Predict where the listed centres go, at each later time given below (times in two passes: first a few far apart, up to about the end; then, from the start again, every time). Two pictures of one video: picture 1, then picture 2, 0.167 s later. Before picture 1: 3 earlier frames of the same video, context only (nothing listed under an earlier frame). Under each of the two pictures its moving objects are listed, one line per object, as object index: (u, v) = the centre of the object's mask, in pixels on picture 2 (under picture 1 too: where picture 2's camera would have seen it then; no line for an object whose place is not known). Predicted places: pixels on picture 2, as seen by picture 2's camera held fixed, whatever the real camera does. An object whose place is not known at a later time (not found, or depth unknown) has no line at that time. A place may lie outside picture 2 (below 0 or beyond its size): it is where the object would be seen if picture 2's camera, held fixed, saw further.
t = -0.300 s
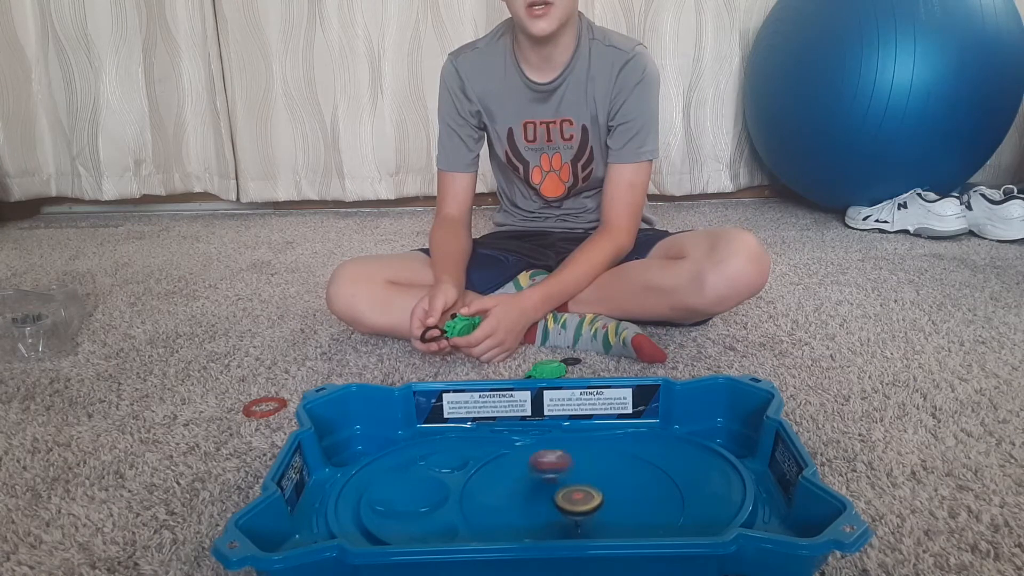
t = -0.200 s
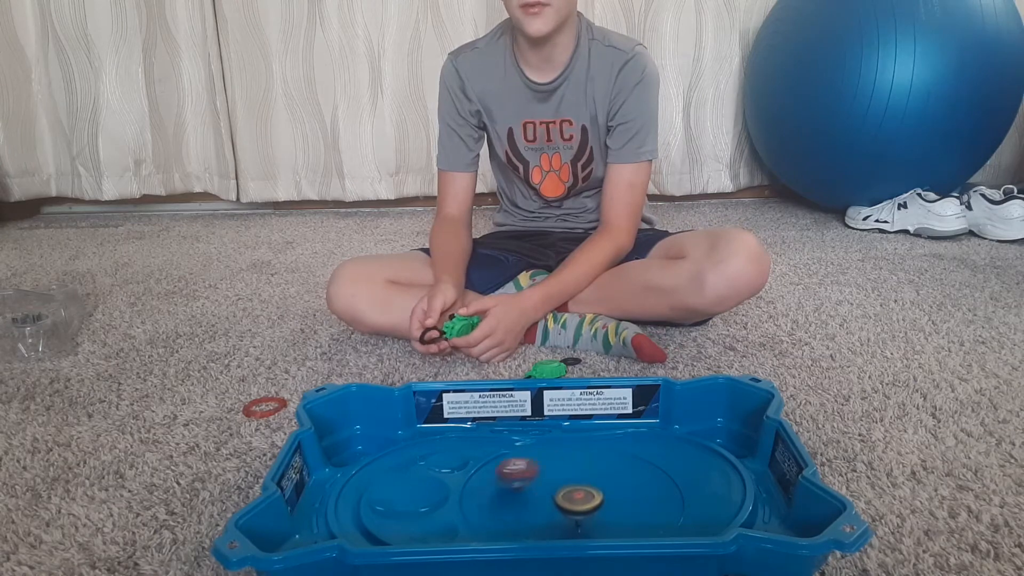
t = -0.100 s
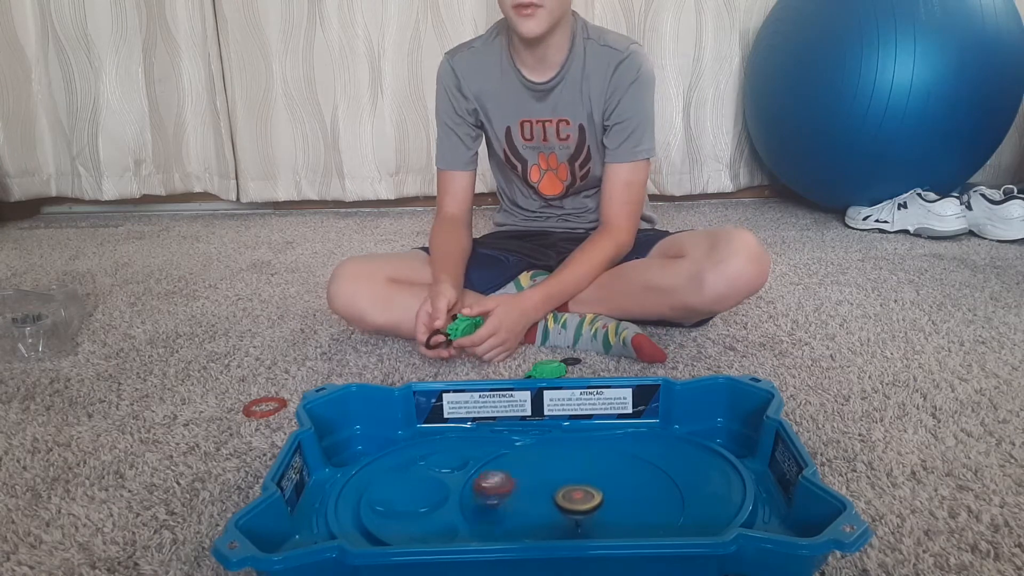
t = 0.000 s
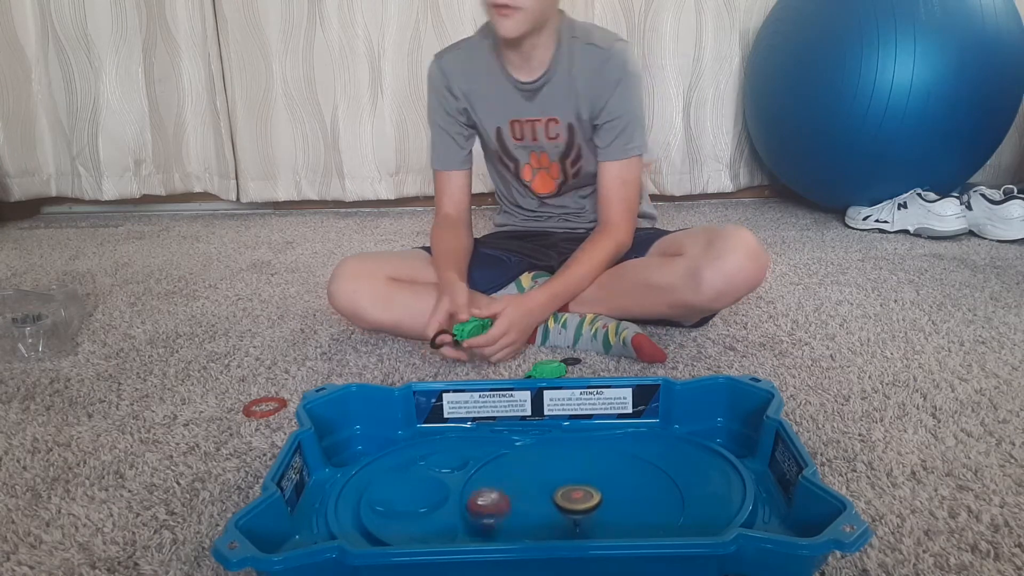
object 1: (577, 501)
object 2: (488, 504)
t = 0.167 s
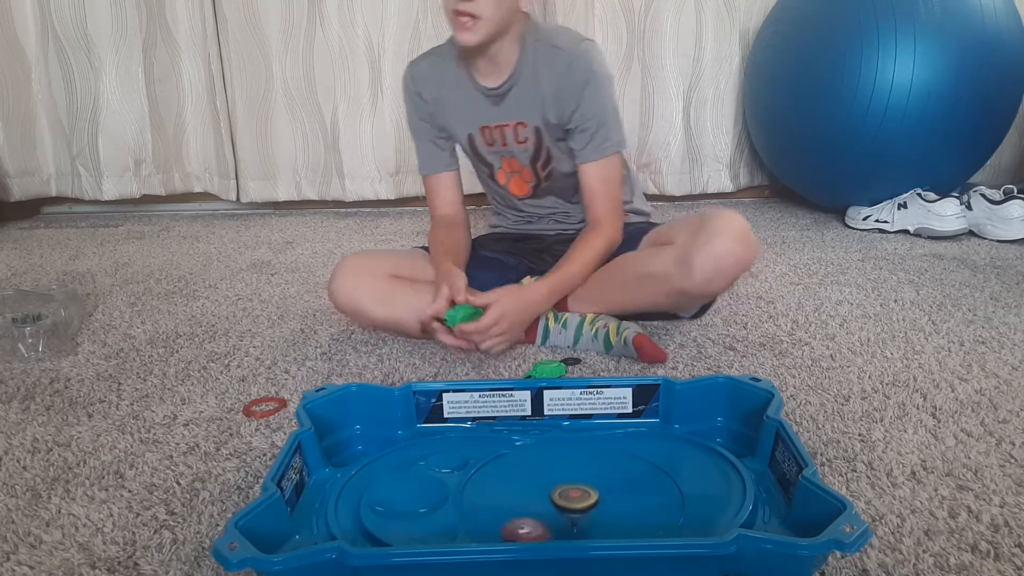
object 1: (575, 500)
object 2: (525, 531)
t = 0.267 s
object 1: (573, 500)
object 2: (567, 532)
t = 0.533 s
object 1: (565, 499)
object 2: (645, 505)
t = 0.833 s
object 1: (560, 499)
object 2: (590, 459)
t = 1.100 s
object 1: (559, 500)
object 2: (508, 478)
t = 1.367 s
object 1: (561, 502)
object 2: (519, 526)
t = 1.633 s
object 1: (563, 504)
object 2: (617, 527)
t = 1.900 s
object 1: (566, 505)
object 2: (633, 485)
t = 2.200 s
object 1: (571, 504)
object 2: (546, 464)
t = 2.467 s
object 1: (574, 503)
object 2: (497, 497)
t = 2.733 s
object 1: (575, 500)
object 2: (563, 530)
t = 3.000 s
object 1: (573, 500)
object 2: (640, 508)
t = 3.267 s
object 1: (568, 501)
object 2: (606, 471)
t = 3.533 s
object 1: (565, 501)
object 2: (525, 474)
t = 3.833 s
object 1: (563, 501)
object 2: (511, 519)
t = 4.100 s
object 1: (563, 501)
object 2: (598, 526)
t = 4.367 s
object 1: (563, 502)
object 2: (631, 490)
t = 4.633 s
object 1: (564, 504)
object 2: (573, 467)
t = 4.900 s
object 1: (567, 504)
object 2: (514, 491)
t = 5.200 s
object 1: (570, 502)
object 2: (552, 529)
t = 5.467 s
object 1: (571, 502)
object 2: (621, 514)
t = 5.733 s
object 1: (572, 502)
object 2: (603, 477)
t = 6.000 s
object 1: (572, 501)
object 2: (537, 473)
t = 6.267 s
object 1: (568, 500)
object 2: (518, 508)
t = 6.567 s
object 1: (564, 501)
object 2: (590, 526)
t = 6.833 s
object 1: (562, 501)
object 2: (625, 499)
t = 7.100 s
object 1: (561, 502)
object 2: (576, 475)
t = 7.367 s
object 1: (564, 503)
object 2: (518, 487)
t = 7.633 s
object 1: (582, 503)
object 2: (521, 519)
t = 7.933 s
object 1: (613, 501)
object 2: (569, 523)
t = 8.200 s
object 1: (622, 507)
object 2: (538, 509)
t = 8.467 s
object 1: (581, 510)
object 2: (513, 502)
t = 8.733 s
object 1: (574, 505)
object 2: (526, 496)
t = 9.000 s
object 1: (577, 520)
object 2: (550, 496)
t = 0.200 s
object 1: (574, 500)
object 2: (537, 532)
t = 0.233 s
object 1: (573, 500)
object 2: (552, 532)
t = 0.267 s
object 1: (573, 500)
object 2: (567, 532)
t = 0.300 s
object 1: (572, 500)
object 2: (582, 532)
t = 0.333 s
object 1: (571, 500)
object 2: (595, 530)
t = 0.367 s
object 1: (569, 500)
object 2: (608, 529)
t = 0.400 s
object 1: (568, 500)
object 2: (620, 526)
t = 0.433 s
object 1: (567, 500)
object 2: (629, 523)
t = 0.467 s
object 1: (566, 499)
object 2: (636, 520)
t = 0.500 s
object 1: (565, 499)
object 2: (642, 511)
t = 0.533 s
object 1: (565, 499)
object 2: (645, 505)
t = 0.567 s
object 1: (564, 499)
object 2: (645, 497)
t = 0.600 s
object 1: (563, 499)
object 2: (644, 491)
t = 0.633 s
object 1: (562, 499)
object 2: (640, 484)
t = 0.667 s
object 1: (562, 499)
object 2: (635, 479)
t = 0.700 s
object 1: (561, 499)
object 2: (629, 473)
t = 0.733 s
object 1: (561, 499)
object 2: (620, 469)
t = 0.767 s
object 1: (561, 499)
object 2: (611, 465)
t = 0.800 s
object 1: (560, 499)
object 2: (600, 462)
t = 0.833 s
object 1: (560, 499)
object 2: (590, 459)
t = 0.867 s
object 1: (560, 499)
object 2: (578, 458)
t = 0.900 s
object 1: (559, 499)
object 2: (566, 458)
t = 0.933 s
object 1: (559, 500)
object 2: (555, 459)
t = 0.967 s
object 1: (559, 500)
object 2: (544, 461)
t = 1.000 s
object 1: (559, 500)
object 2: (532, 464)
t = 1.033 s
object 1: (559, 500)
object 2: (524, 467)
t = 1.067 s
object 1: (559, 500)
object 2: (515, 472)
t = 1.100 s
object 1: (559, 500)
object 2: (508, 478)
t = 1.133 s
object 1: (559, 500)
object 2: (503, 483)
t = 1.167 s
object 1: (560, 501)
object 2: (498, 489)
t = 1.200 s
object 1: (560, 501)
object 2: (497, 495)
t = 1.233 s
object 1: (560, 501)
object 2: (498, 502)
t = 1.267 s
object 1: (560, 502)
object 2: (499, 508)
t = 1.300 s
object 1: (560, 502)
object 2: (505, 515)
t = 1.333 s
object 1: (560, 502)
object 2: (512, 521)
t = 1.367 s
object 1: (561, 502)
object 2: (519, 526)
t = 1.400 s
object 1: (561, 503)
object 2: (529, 529)
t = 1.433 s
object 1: (561, 502)
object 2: (542, 531)
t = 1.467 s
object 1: (561, 503)
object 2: (554, 531)
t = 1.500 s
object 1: (562, 503)
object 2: (567, 532)
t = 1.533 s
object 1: (562, 503)
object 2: (580, 532)
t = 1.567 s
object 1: (563, 504)
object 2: (594, 531)
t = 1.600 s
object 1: (563, 504)
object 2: (606, 529)
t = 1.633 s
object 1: (563, 504)
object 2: (617, 527)
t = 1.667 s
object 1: (564, 504)
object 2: (626, 524)
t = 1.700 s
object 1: (564, 504)
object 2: (633, 521)
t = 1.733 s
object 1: (564, 505)
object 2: (639, 517)
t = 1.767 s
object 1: (565, 505)
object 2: (641, 508)
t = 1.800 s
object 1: (565, 505)
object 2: (642, 501)
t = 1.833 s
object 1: (566, 505)
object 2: (641, 496)
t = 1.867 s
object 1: (566, 505)
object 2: (637, 490)
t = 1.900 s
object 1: (566, 505)
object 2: (633, 485)
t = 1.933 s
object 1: (567, 505)
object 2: (626, 479)
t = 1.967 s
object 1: (567, 505)
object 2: (618, 475)
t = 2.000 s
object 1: (568, 505)
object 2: (609, 471)
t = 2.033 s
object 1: (568, 505)
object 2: (600, 468)
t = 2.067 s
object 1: (569, 505)
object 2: (589, 466)
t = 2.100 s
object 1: (569, 505)
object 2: (579, 464)
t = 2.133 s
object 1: (570, 504)
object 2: (567, 463)
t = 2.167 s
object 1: (571, 504)
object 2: (556, 463)
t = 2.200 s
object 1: (571, 504)
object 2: (546, 464)
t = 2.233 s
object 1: (572, 504)
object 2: (535, 465)
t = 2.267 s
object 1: (572, 504)
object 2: (525, 468)
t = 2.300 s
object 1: (572, 504)
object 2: (517, 471)
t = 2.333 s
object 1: (573, 504)
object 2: (509, 475)
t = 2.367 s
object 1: (573, 504)
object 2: (503, 480)
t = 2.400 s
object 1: (573, 503)
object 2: (499, 485)
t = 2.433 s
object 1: (573, 503)
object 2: (496, 492)
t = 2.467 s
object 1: (574, 503)
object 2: (497, 497)
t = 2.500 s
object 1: (574, 502)
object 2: (498, 503)
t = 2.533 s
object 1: (574, 502)
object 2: (503, 511)
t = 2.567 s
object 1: (574, 502)
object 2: (509, 517)
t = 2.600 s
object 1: (575, 502)
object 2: (516, 521)
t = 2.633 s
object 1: (575, 502)
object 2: (527, 526)
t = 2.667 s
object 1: (575, 501)
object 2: (537, 527)
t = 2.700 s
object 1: (575, 501)
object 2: (550, 528)
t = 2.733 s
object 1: (575, 500)
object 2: (563, 530)
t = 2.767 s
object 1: (575, 500)
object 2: (574, 529)
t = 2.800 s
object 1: (575, 500)
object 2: (588, 529)
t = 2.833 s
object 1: (575, 501)
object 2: (599, 528)
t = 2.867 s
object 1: (575, 500)
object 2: (612, 526)
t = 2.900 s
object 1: (574, 500)
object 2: (622, 524)
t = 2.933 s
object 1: (574, 500)
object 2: (630, 520)
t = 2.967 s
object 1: (573, 501)
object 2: (636, 514)
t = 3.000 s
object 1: (573, 500)
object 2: (640, 508)
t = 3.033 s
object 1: (573, 501)
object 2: (642, 503)
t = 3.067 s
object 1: (572, 500)
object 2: (642, 497)
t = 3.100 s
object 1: (571, 500)
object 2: (640, 491)
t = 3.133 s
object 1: (571, 500)
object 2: (636, 485)
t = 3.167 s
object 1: (570, 500)
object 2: (631, 481)
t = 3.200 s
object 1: (570, 500)
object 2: (623, 477)
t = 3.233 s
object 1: (569, 501)
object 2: (616, 473)
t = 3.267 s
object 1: (568, 501)
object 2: (606, 471)
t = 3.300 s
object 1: (568, 501)
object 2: (596, 468)
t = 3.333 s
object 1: (567, 501)
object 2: (586, 467)
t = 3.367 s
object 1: (567, 500)
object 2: (575, 467)
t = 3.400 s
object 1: (567, 500)
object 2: (565, 467)
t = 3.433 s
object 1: (566, 500)
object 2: (555, 468)
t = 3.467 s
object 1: (566, 500)
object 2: (544, 469)
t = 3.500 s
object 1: (566, 501)
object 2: (535, 471)
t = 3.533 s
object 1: (565, 501)
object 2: (525, 474)
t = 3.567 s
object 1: (565, 501)
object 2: (518, 478)
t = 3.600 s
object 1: (565, 501)
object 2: (512, 482)
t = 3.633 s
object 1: (564, 501)
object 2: (506, 487)
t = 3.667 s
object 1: (564, 501)
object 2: (502, 491)
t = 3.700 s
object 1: (564, 501)
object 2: (500, 496)
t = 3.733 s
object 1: (564, 501)
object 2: (500, 503)
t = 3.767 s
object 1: (564, 501)
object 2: (502, 507)
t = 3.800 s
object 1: (563, 501)
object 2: (505, 514)
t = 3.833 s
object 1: (563, 501)
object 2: (511, 519)
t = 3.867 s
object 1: (563, 501)
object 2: (518, 524)
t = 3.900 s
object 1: (563, 501)
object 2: (529, 527)
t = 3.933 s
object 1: (563, 500)
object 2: (539, 528)
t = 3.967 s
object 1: (563, 500)
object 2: (552, 530)
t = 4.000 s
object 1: (563, 500)
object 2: (563, 530)
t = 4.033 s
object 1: (563, 500)
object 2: (574, 529)
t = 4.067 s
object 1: (563, 500)
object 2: (588, 528)
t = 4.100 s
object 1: (563, 501)
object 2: (598, 526)
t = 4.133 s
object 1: (563, 501)
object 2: (609, 525)
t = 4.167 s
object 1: (562, 501)
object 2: (616, 522)
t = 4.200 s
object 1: (562, 501)
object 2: (623, 518)
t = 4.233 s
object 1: (562, 501)
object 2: (629, 511)
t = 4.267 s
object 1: (562, 502)
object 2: (631, 506)
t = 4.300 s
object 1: (562, 502)
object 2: (633, 500)
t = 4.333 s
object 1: (563, 502)
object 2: (634, 495)
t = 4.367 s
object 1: (563, 502)
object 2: (631, 490)
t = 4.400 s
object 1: (563, 502)
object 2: (628, 484)
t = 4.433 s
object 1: (563, 503)
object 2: (623, 480)
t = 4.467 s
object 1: (563, 503)
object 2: (617, 476)
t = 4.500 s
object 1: (563, 503)
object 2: (610, 472)
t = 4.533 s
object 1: (563, 503)
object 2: (602, 470)
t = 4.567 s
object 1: (563, 504)
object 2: (592, 469)
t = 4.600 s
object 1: (564, 504)
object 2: (583, 468)
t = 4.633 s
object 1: (564, 504)
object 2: (573, 467)
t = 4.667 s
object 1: (565, 504)
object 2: (563, 468)
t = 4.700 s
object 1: (565, 503)
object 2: (554, 469)
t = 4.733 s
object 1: (565, 504)
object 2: (546, 471)
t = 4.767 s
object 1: (566, 504)
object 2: (538, 473)
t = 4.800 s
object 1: (566, 504)
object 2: (530, 477)
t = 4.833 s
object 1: (566, 504)
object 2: (524, 481)
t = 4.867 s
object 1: (567, 504)
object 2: (517, 486)
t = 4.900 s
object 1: (567, 504)
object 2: (514, 491)
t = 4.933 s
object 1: (567, 504)
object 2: (512, 496)
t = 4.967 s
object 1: (568, 504)
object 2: (511, 502)
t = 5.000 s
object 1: (568, 504)
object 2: (512, 506)
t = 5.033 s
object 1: (569, 504)
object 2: (514, 512)
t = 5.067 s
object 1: (569, 504)
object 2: (518, 516)
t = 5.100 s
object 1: (569, 504)
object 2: (523, 522)
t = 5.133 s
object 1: (570, 503)
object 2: (532, 525)
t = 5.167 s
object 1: (570, 503)
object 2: (541, 528)
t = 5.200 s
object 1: (570, 502)
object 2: (552, 529)
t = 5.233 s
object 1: (570, 501)
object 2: (561, 529)
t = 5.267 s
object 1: (570, 501)
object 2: (572, 529)
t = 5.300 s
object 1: (570, 501)
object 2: (582, 529)
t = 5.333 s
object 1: (570, 502)
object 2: (592, 528)
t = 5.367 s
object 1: (571, 502)
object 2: (604, 526)
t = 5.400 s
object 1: (571, 503)
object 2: (611, 524)
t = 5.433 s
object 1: (571, 502)
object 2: (617, 520)
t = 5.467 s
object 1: (571, 502)
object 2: (621, 514)
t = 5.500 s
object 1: (571, 502)
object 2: (625, 510)
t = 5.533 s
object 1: (571, 502)
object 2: (625, 504)
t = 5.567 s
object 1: (571, 502)
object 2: (625, 499)
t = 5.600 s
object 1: (571, 502)
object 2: (623, 494)
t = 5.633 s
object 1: (572, 502)
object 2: (620, 490)
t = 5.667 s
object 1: (572, 502)
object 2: (615, 485)
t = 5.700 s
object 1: (572, 503)
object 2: (610, 481)
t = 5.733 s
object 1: (572, 502)
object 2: (603, 477)
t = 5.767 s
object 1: (572, 502)
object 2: (596, 474)
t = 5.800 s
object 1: (572, 502)
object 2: (588, 472)
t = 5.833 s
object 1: (572, 502)
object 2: (580, 470)
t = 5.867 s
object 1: (572, 501)
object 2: (571, 469)
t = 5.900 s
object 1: (572, 502)
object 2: (562, 469)
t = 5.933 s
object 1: (572, 501)
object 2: (553, 469)
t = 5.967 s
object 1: (572, 501)
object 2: (545, 471)
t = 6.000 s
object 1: (572, 501)
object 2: (537, 473)
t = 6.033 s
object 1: (572, 501)
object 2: (529, 475)
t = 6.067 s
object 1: (571, 501)
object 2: (524, 479)
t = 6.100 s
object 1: (571, 501)
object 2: (519, 484)
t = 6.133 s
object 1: (571, 501)
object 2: (516, 488)
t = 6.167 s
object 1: (570, 500)
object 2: (513, 493)
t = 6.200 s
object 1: (569, 500)
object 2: (514, 498)
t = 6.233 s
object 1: (569, 500)
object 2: (515, 504)
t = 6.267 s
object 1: (568, 500)
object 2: (518, 508)
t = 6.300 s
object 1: (567, 500)
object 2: (522, 514)
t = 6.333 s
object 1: (567, 500)
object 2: (528, 518)
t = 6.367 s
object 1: (567, 500)
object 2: (535, 522)
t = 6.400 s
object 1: (566, 498)
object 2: (544, 525)
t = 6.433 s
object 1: (566, 498)
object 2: (553, 526)
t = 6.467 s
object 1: (565, 498)
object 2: (562, 527)
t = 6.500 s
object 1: (565, 499)
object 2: (571, 527)
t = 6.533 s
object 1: (564, 499)
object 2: (582, 527)
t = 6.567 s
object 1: (564, 501)
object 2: (590, 526)
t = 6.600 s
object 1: (564, 501)
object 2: (602, 525)
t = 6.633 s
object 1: (564, 501)
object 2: (608, 524)
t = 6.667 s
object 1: (563, 501)
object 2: (616, 521)
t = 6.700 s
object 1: (563, 501)
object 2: (620, 519)
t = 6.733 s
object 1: (563, 501)
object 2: (625, 512)
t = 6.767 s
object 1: (563, 501)
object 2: (626, 508)
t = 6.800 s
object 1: (562, 501)
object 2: (627, 503)
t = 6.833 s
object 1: (562, 501)
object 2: (625, 499)
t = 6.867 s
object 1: (562, 501)
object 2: (623, 494)
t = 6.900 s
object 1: (562, 502)
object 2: (618, 490)
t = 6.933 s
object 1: (562, 502)
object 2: (613, 487)
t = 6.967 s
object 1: (562, 502)
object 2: (606, 484)
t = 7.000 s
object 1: (561, 502)
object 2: (600, 481)
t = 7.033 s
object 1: (561, 502)
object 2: (592, 479)
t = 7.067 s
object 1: (561, 502)
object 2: (585, 477)
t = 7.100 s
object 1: (561, 502)
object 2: (576, 475)
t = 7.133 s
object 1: (562, 503)
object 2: (568, 474)
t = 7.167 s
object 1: (562, 503)
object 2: (559, 474)
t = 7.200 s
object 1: (563, 503)
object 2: (550, 474)
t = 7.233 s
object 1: (563, 503)
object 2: (543, 475)
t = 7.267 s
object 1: (563, 503)
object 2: (535, 478)
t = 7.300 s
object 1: (563, 503)
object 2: (528, 480)
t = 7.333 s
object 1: (564, 503)
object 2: (523, 483)
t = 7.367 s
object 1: (564, 503)
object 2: (518, 487)
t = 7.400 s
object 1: (564, 503)
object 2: (514, 490)
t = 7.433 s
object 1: (565, 503)
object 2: (513, 495)
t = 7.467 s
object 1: (565, 503)
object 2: (513, 499)
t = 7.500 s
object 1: (566, 504)
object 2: (514, 504)
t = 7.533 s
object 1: (568, 504)
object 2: (516, 508)
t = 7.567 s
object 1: (569, 505)
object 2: (519, 512)
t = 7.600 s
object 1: (575, 504)
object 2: (518, 515)
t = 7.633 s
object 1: (582, 503)
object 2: (521, 519)
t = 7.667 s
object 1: (588, 502)
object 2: (524, 521)
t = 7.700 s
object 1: (592, 502)
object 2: (530, 524)
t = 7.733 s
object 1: (595, 502)
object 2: (536, 525)
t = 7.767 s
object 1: (597, 503)
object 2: (545, 526)
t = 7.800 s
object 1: (599, 503)
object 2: (552, 526)
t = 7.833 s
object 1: (601, 504)
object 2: (560, 525)
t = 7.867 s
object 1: (604, 504)
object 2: (565, 524)
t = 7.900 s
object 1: (609, 502)
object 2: (566, 524)
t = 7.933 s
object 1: (613, 501)
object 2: (569, 523)
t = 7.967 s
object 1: (614, 502)
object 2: (571, 521)
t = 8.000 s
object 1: (615, 502)
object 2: (572, 521)
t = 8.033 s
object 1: (621, 501)
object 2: (566, 521)
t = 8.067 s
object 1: (624, 502)
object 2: (561, 519)
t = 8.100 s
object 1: (624, 503)
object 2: (555, 515)
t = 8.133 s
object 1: (624, 504)
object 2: (550, 513)
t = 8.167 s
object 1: (623, 505)
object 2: (544, 511)
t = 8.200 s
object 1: (622, 507)
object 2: (538, 509)
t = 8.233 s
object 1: (621, 508)
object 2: (533, 508)
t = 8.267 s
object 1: (618, 508)
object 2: (527, 506)
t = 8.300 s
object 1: (615, 509)
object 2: (522, 504)
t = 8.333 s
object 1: (608, 509)
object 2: (517, 503)
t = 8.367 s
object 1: (602, 510)
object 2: (514, 502)
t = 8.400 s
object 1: (596, 510)
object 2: (512, 502)
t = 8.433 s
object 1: (588, 510)
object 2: (512, 502)
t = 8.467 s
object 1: (581, 510)
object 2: (513, 502)
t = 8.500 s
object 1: (575, 509)
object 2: (515, 503)
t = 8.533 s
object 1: (568, 504)
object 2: (517, 502)
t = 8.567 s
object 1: (565, 503)
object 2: (519, 502)
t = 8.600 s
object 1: (568, 501)
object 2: (519, 501)
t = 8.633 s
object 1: (571, 500)
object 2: (519, 500)
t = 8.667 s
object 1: (572, 500)
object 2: (521, 498)
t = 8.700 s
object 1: (572, 500)
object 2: (525, 497)
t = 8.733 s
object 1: (574, 505)
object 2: (526, 496)
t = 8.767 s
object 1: (574, 509)
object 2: (527, 493)
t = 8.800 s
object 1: (575, 512)
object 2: (531, 493)
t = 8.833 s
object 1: (578, 512)
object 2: (534, 493)
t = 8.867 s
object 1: (579, 515)
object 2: (534, 495)
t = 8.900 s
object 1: (580, 518)
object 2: (535, 494)
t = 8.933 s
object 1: (580, 520)
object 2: (539, 494)
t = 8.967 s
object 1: (578, 520)
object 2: (544, 495)
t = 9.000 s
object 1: (577, 520)
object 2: (550, 496)
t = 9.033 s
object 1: (573, 520)
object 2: (555, 495)
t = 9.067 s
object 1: (565, 523)
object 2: (561, 492)
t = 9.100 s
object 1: (560, 525)
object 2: (564, 494)
